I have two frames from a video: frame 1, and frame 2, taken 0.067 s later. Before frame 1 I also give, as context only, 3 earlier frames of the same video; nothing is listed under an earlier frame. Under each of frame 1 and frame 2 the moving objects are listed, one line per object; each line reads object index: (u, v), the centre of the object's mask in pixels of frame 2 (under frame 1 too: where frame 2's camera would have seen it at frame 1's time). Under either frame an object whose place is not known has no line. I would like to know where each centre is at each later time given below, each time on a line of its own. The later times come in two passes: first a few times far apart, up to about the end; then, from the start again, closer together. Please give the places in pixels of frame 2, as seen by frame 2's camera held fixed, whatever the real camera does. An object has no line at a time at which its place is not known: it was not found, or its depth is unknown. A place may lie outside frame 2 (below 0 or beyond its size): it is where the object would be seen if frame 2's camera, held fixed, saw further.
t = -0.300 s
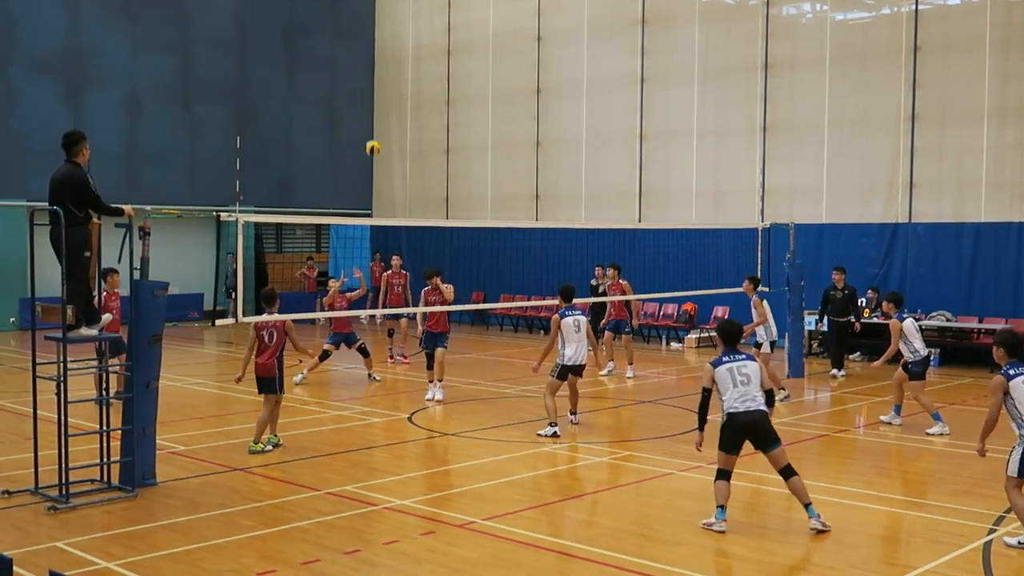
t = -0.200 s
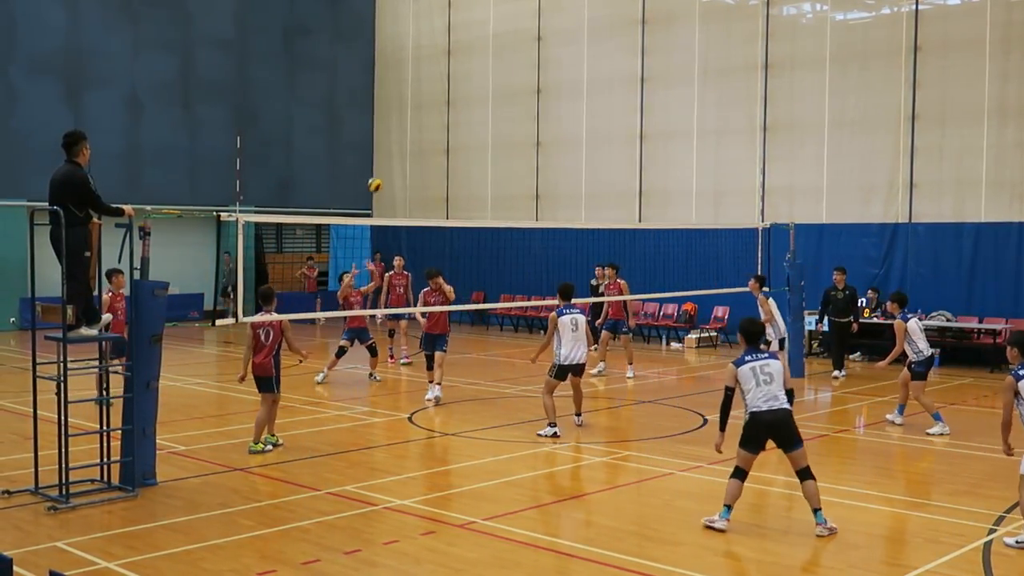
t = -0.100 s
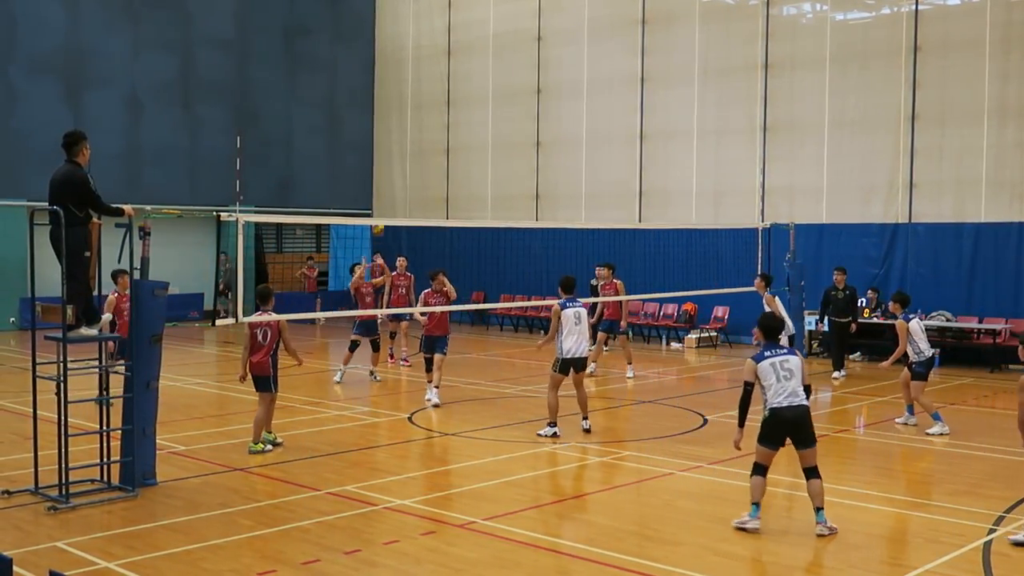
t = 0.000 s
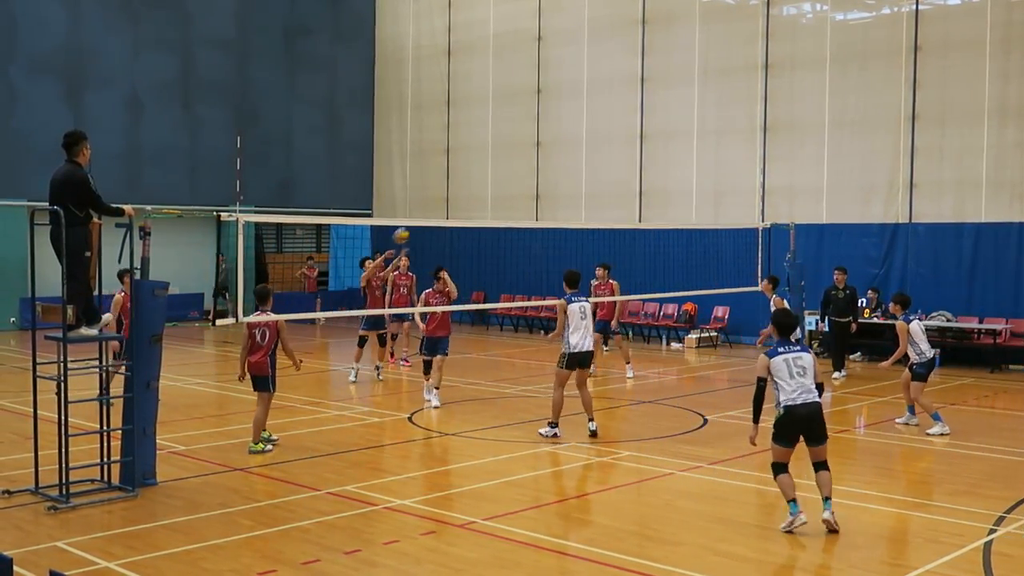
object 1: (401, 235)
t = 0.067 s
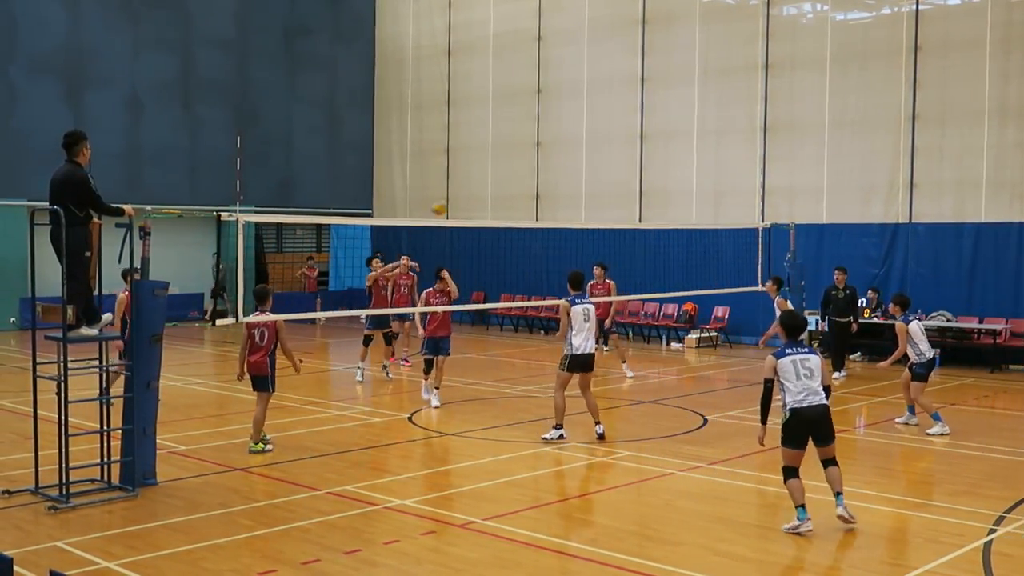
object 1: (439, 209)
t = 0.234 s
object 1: (539, 153)
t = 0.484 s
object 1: (694, 105)
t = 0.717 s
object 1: (843, 98)
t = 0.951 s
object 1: (998, 136)
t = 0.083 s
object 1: (448, 202)
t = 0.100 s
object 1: (458, 196)
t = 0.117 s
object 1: (468, 189)
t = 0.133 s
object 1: (478, 183)
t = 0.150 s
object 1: (487, 178)
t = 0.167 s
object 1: (497, 173)
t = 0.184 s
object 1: (508, 168)
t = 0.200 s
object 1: (518, 164)
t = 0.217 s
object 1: (529, 158)
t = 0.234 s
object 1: (539, 153)
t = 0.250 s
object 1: (548, 149)
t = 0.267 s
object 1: (559, 145)
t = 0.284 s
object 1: (569, 140)
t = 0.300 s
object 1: (580, 137)
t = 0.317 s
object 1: (590, 133)
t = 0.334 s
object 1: (600, 129)
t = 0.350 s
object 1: (610, 125)
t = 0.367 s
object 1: (620, 122)
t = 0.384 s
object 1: (631, 119)
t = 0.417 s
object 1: (652, 114)
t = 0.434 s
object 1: (662, 111)
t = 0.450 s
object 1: (673, 109)
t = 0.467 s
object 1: (684, 106)
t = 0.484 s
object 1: (694, 105)
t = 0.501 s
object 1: (704, 103)
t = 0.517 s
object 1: (714, 101)
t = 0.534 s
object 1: (725, 100)
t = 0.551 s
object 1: (735, 99)
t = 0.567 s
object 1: (746, 98)
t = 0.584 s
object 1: (756, 97)
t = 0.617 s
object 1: (777, 96)
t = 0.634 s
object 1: (789, 96)
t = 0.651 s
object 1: (800, 96)
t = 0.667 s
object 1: (810, 96)
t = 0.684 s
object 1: (821, 97)
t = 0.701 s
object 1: (832, 97)
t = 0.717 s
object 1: (843, 98)
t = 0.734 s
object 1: (854, 100)
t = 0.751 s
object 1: (865, 101)
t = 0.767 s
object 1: (876, 102)
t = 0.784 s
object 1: (887, 104)
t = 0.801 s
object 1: (898, 106)
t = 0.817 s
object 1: (909, 109)
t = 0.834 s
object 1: (920, 112)
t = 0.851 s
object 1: (931, 115)
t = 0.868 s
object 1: (943, 117)
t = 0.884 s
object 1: (954, 121)
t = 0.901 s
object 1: (965, 124)
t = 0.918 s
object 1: (976, 128)
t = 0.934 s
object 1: (986, 132)
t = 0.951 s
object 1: (998, 136)
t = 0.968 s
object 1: (1009, 140)
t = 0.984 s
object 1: (1021, 144)
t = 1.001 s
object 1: (1032, 150)
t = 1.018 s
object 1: (1044, 154)
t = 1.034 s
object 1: (1055, 160)
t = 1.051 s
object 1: (1066, 166)
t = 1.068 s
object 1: (1078, 171)
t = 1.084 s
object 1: (1089, 176)
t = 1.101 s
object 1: (1100, 182)
